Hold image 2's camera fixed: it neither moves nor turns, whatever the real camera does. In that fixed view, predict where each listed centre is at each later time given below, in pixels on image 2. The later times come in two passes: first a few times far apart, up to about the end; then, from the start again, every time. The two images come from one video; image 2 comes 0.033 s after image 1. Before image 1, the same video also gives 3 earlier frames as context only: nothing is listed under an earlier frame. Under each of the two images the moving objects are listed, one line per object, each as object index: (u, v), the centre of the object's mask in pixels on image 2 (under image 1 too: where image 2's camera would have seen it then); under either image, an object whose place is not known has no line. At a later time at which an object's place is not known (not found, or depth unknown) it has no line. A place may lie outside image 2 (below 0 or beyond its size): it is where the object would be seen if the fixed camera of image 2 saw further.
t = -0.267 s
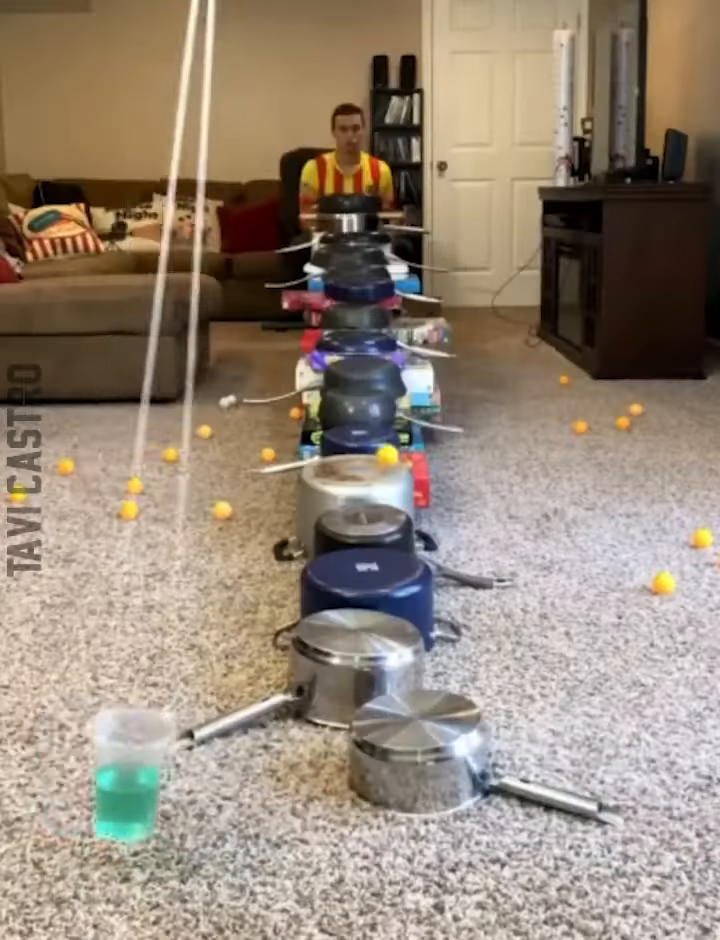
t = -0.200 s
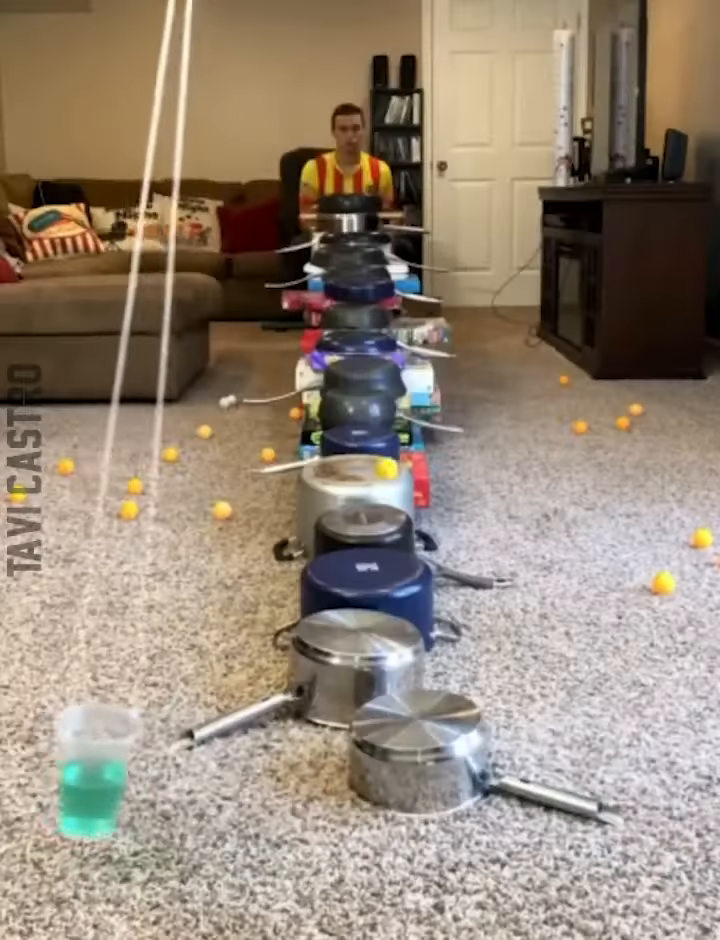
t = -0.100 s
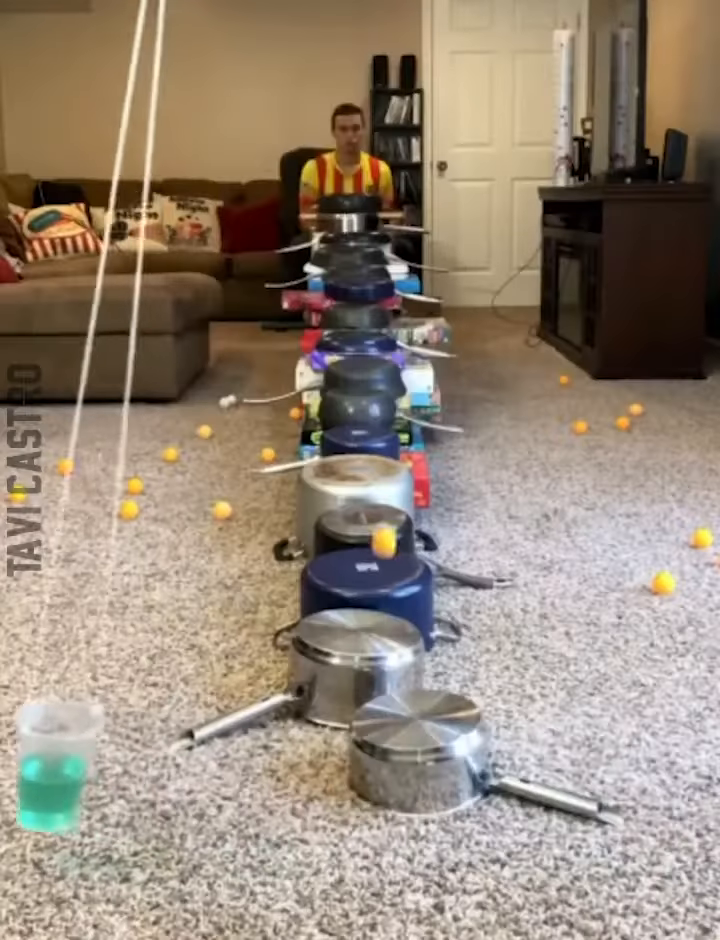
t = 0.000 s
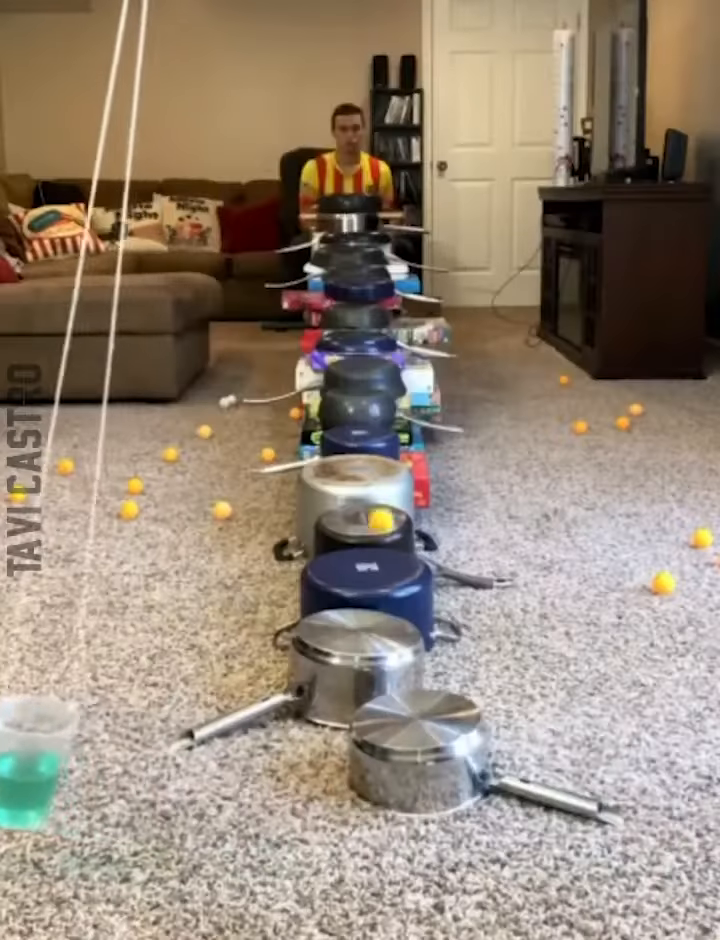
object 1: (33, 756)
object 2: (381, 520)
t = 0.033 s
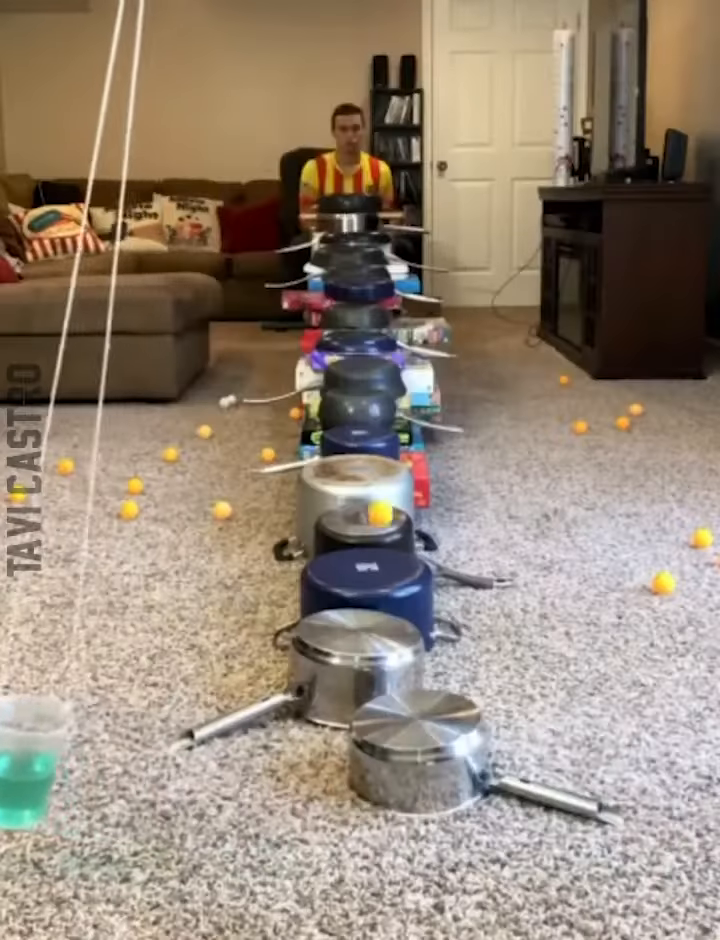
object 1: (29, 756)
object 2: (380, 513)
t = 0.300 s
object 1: (44, 761)
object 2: (380, 594)
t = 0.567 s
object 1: (166, 780)
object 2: (408, 677)
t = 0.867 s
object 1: (376, 787)
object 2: (401, 711)
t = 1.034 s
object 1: (491, 782)
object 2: (479, 781)
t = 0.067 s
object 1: (28, 756)
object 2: (380, 513)
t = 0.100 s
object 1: (28, 756)
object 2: (379, 515)
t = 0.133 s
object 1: (28, 755)
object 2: (378, 531)
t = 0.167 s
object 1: (28, 756)
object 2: (377, 551)
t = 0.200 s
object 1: (29, 756)
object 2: (377, 579)
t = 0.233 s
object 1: (32, 758)
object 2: (377, 613)
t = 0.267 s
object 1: (36, 760)
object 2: (378, 617)
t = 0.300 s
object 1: (44, 761)
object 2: (380, 594)
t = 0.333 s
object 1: (54, 762)
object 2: (383, 578)
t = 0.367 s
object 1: (67, 765)
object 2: (385, 568)
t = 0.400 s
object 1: (81, 766)
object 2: (388, 566)
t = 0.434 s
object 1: (94, 768)
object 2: (391, 571)
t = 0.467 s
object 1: (112, 771)
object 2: (395, 584)
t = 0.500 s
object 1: (129, 772)
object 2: (398, 606)
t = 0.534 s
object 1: (147, 776)
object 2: (402, 634)
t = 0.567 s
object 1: (166, 780)
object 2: (408, 677)
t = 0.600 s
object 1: (186, 783)
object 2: (409, 701)
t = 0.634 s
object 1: (210, 788)
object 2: (408, 674)
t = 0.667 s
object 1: (232, 784)
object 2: (407, 652)
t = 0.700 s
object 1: (255, 784)
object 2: (404, 640)
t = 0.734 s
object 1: (279, 786)
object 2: (403, 638)
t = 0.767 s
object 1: (304, 788)
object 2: (402, 640)
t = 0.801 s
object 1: (327, 787)
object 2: (400, 654)
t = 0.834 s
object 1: (352, 787)
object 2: (399, 680)
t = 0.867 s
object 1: (376, 787)
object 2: (401, 711)
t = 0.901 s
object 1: (400, 793)
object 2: (404, 754)
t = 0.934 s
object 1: (424, 788)
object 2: (413, 787)
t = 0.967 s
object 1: (447, 786)
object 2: (434, 791)
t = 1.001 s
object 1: (474, 782)
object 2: (456, 789)
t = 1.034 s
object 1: (491, 782)
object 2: (479, 781)
